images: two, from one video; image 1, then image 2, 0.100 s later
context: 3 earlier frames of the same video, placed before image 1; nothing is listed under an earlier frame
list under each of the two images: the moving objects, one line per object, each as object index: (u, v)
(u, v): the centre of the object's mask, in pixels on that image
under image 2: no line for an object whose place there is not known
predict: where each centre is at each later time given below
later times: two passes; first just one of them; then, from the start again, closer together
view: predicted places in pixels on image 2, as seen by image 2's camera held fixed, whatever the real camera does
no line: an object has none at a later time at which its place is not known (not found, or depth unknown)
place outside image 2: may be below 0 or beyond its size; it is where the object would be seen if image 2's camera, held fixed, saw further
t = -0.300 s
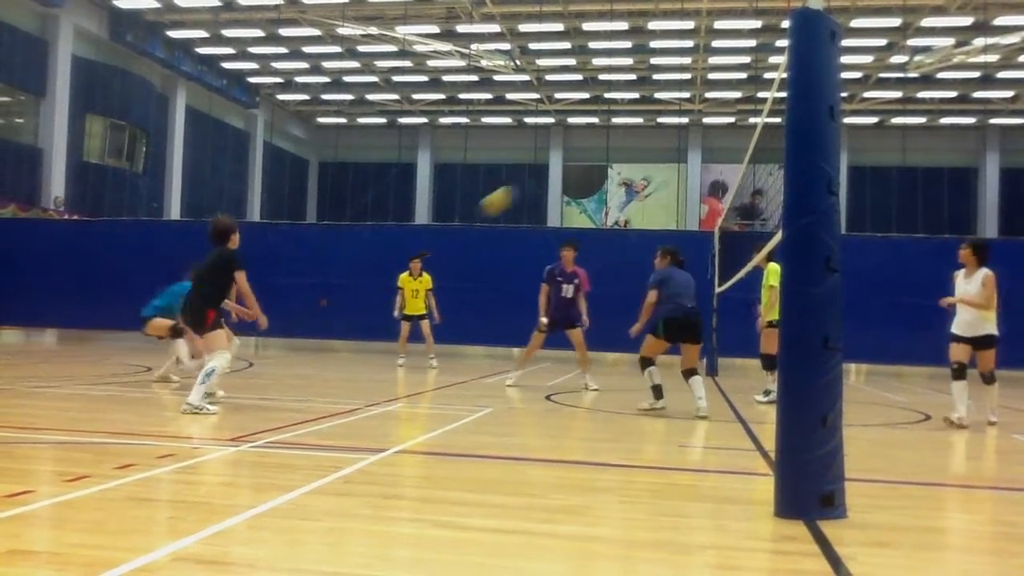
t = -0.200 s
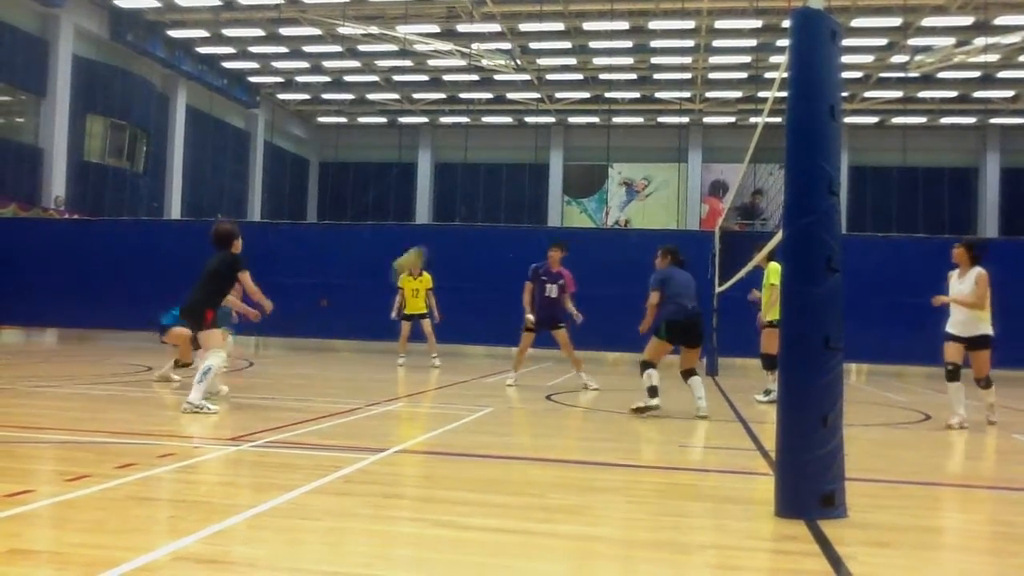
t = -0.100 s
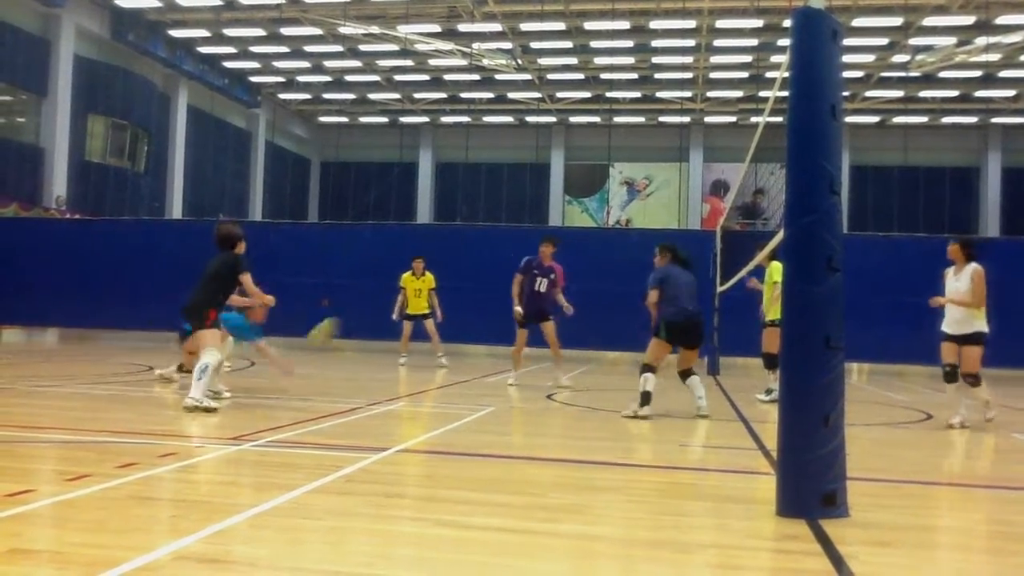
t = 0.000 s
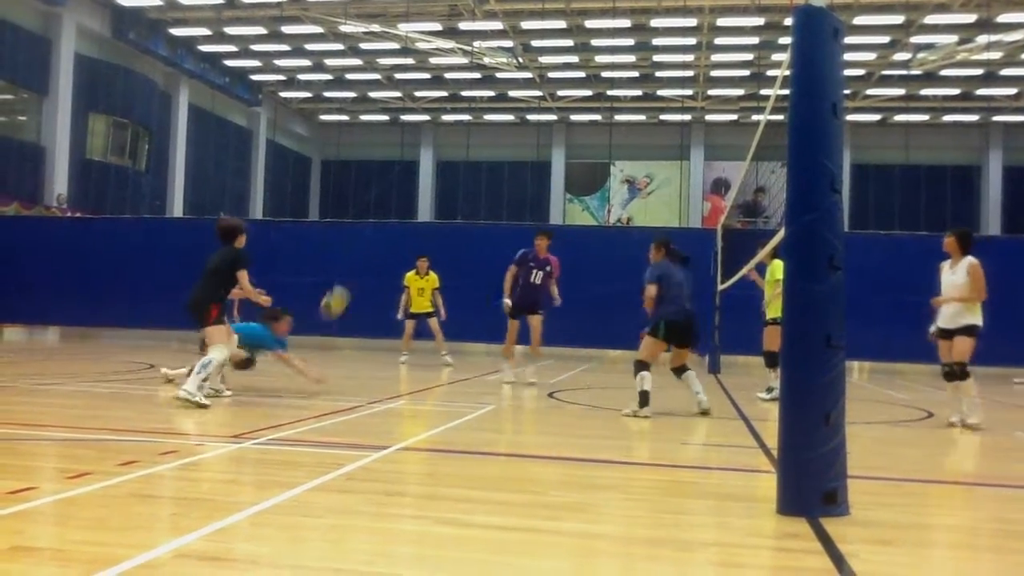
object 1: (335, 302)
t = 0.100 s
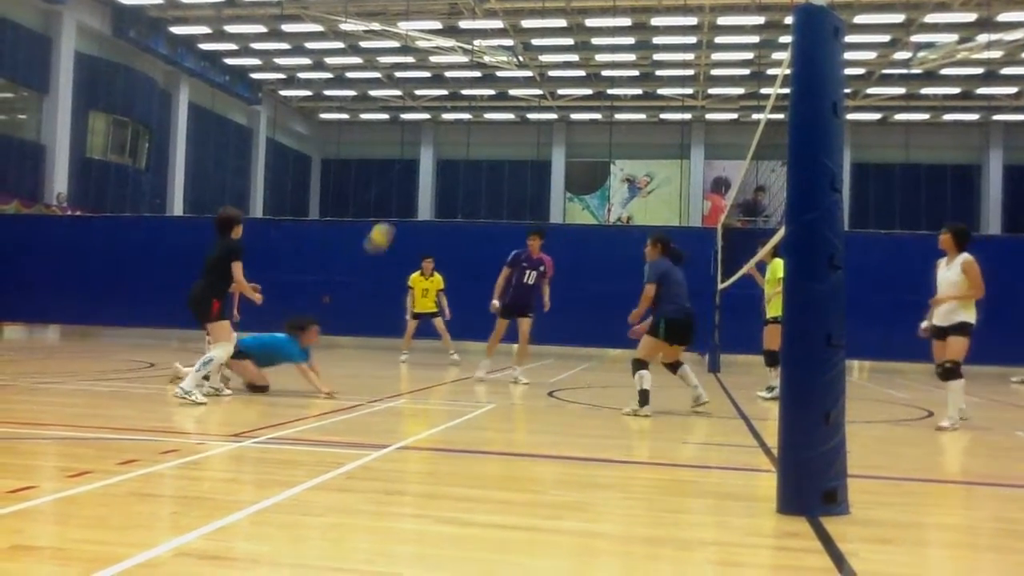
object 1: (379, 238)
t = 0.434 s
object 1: (518, 105)
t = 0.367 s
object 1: (492, 123)
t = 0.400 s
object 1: (505, 112)
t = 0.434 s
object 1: (518, 105)
